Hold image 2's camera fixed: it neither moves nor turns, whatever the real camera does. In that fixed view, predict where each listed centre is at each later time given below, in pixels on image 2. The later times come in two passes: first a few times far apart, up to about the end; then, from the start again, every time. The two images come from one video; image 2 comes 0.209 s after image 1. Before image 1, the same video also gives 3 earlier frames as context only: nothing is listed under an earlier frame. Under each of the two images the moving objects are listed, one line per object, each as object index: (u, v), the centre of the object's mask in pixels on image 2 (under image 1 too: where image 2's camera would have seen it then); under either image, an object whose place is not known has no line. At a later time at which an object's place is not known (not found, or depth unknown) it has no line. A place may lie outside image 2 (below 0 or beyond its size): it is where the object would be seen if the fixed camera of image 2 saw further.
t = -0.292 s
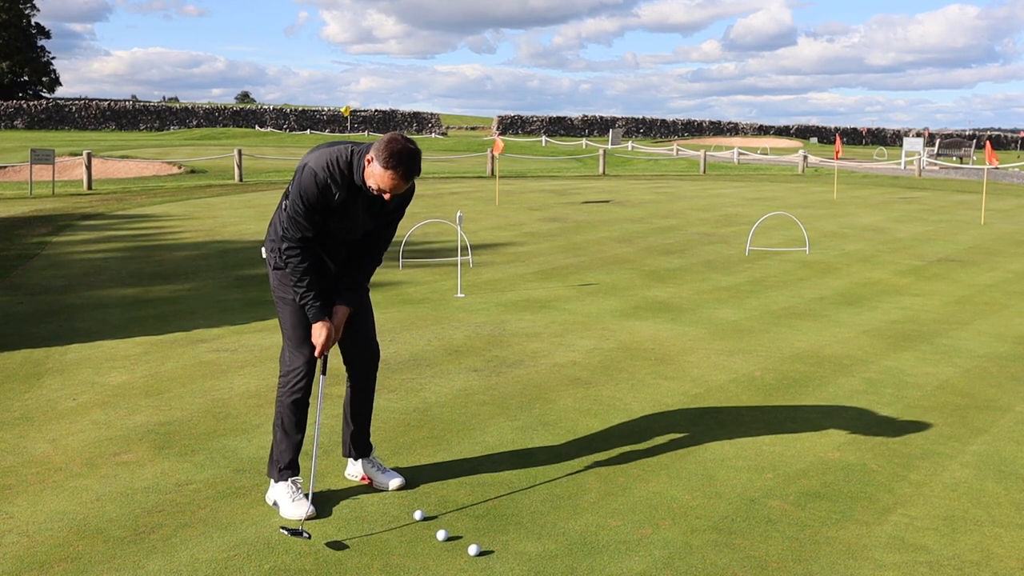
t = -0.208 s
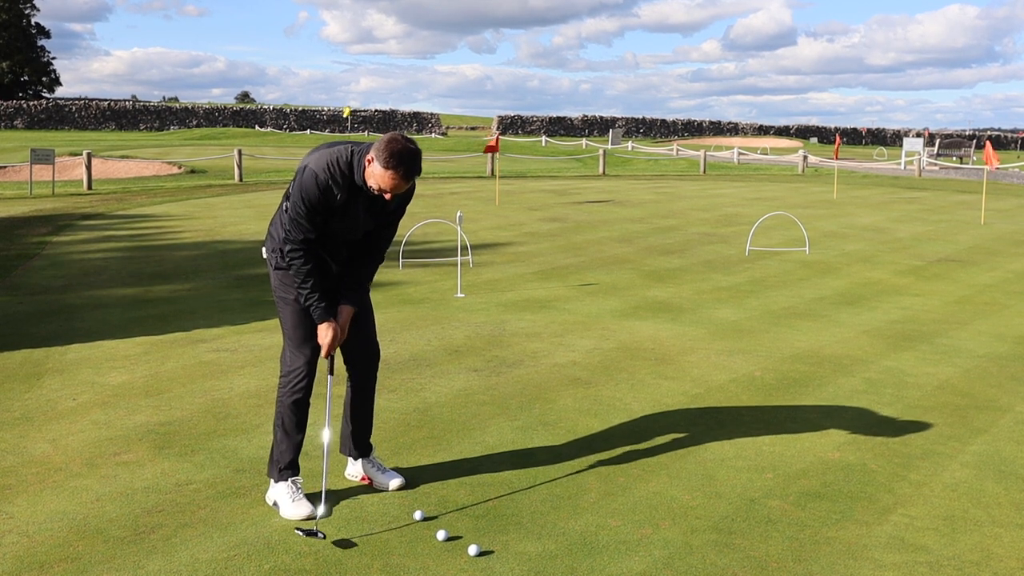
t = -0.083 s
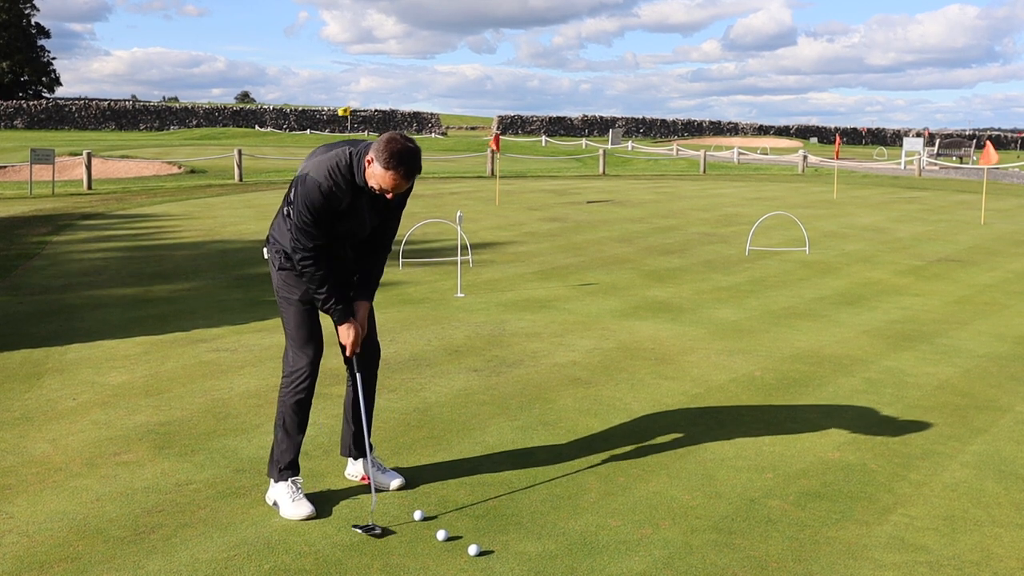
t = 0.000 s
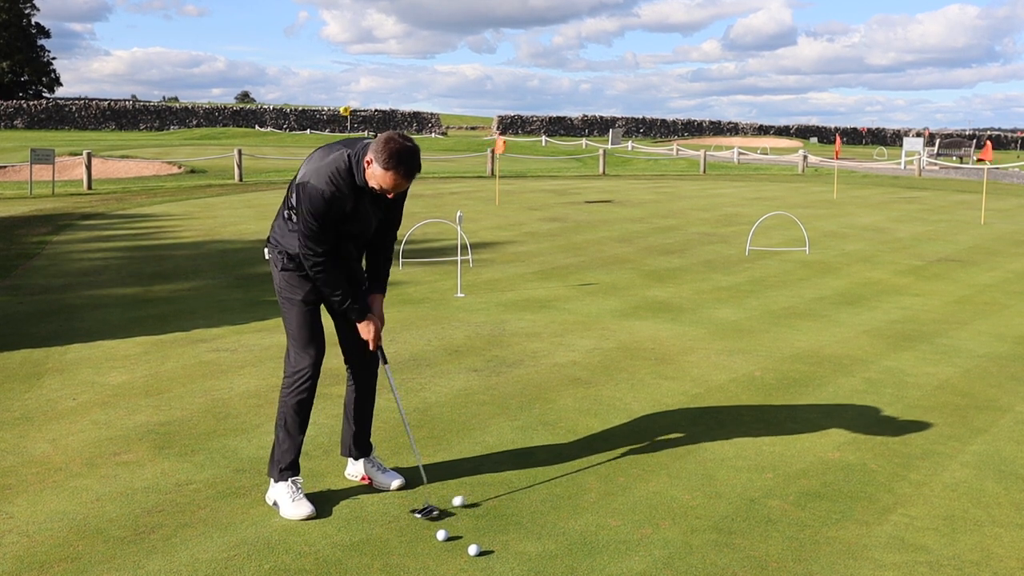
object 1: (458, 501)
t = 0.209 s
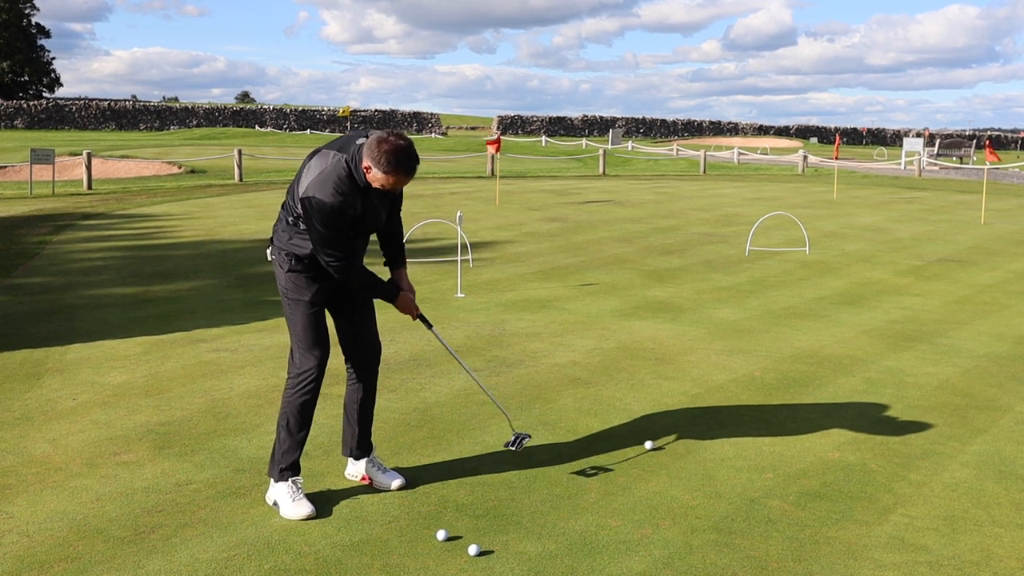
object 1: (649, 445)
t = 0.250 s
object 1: (675, 437)
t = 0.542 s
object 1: (821, 396)
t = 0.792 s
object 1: (916, 372)
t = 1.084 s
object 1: (1003, 354)
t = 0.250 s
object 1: (675, 437)
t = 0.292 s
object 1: (698, 430)
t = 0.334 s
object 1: (722, 423)
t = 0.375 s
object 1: (743, 417)
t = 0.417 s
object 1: (764, 411)
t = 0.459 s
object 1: (785, 406)
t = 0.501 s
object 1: (804, 401)
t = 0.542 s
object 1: (821, 396)
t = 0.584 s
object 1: (838, 392)
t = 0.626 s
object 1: (855, 387)
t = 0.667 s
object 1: (871, 383)
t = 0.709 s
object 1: (887, 379)
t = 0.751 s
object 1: (902, 375)
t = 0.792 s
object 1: (916, 372)
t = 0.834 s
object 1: (930, 369)
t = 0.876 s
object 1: (943, 366)
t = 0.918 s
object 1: (956, 364)
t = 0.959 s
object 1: (968, 361)
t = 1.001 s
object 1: (980, 359)
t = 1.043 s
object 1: (991, 357)
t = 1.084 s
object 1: (1003, 354)
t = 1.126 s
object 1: (1014, 352)
